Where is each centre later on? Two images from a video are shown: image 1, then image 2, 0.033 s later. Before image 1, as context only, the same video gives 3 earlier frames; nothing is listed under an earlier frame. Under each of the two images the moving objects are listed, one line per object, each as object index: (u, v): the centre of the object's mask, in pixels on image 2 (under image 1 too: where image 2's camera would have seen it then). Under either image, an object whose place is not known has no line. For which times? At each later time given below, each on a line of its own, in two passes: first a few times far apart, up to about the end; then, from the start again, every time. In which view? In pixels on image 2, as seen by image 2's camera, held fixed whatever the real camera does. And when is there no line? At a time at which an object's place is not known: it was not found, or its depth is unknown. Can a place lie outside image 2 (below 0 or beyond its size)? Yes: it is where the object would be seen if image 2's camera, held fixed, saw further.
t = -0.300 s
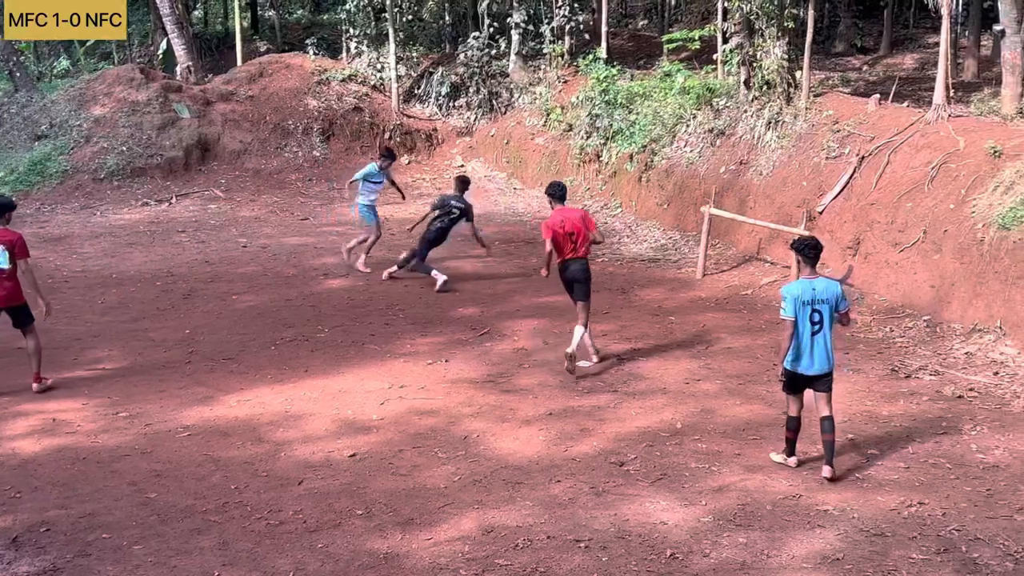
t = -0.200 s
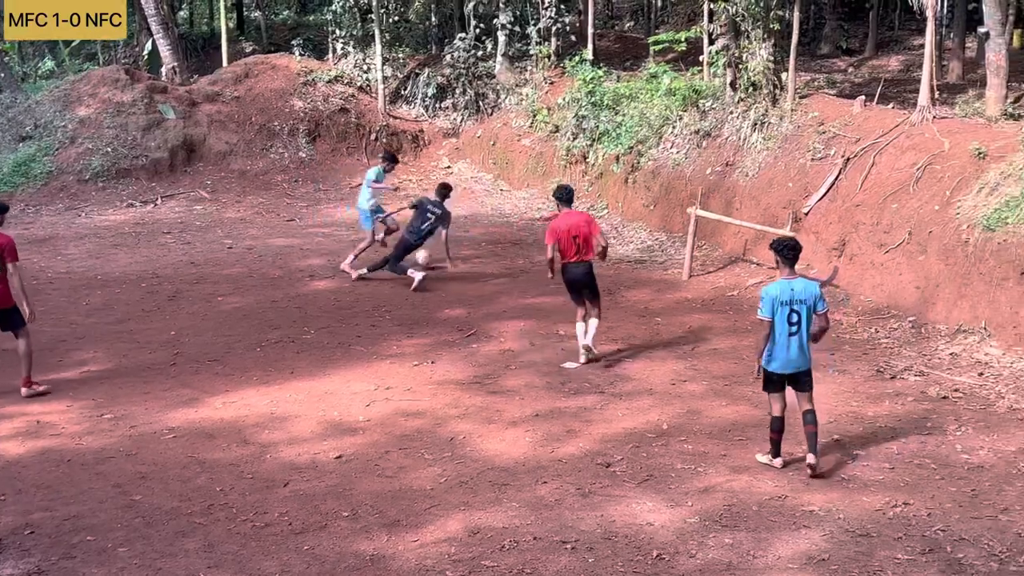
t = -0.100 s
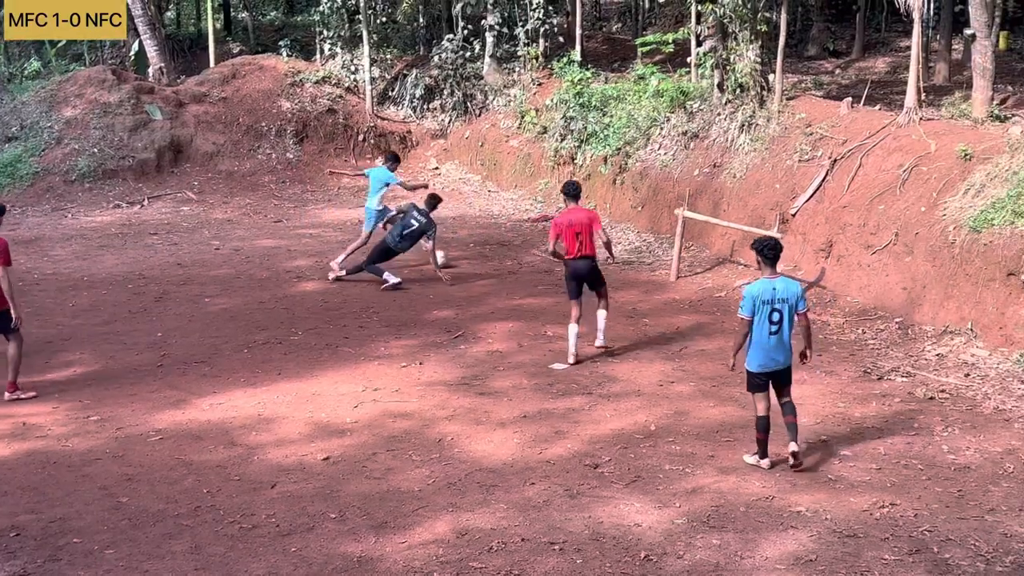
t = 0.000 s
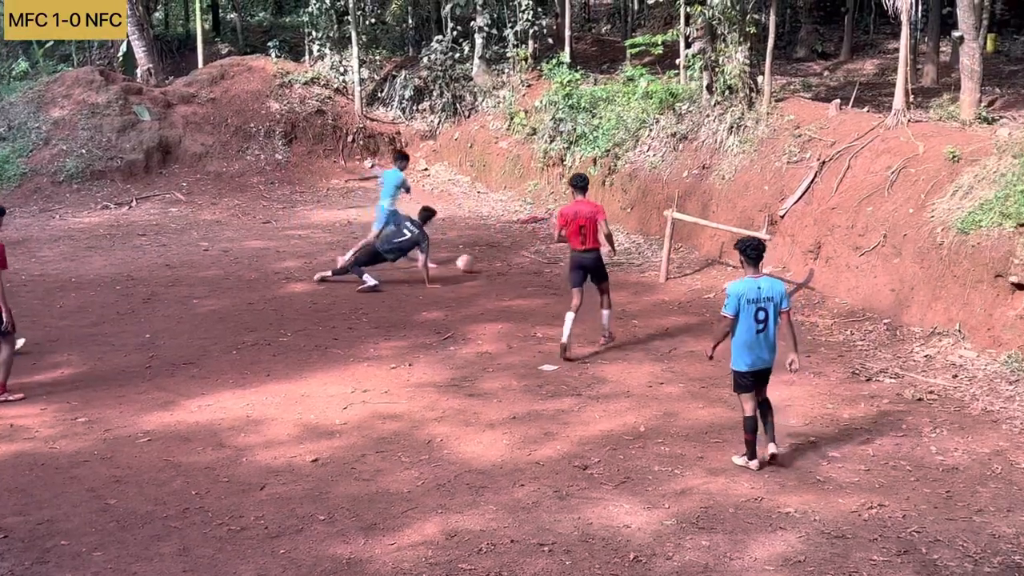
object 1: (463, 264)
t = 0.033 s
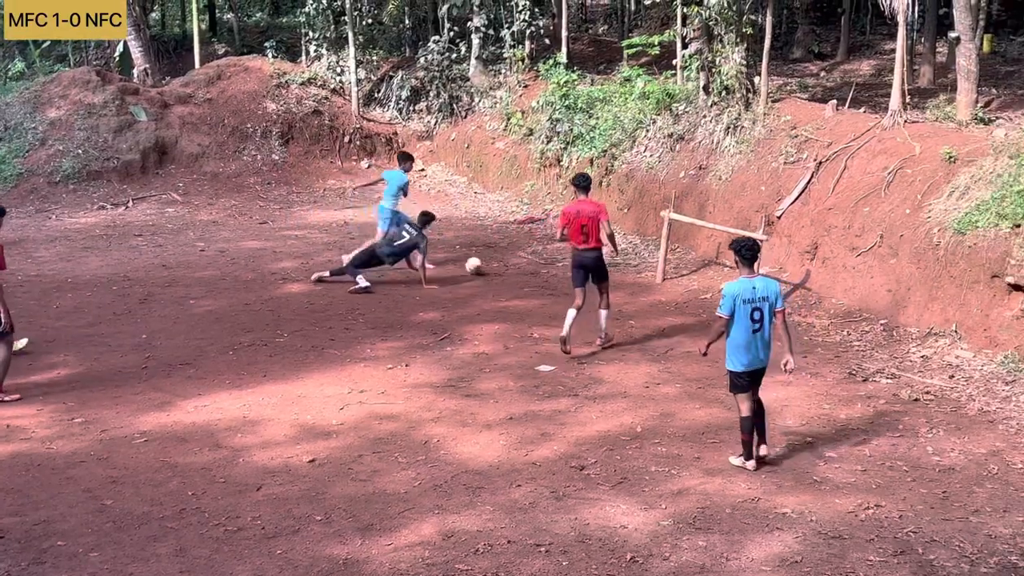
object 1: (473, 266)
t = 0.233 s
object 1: (534, 271)
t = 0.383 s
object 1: (581, 276)
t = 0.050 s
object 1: (479, 267)
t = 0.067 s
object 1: (485, 267)
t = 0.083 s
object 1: (490, 267)
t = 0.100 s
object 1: (495, 268)
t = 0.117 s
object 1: (500, 267)
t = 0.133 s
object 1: (503, 266)
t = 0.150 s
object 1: (509, 266)
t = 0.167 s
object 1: (513, 267)
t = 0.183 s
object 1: (517, 266)
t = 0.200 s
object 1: (525, 269)
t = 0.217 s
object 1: (529, 270)
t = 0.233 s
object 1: (534, 271)
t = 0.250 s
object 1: (540, 273)
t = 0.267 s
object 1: (545, 275)
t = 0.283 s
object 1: (550, 276)
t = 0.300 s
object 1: (555, 277)
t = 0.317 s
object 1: (559, 277)
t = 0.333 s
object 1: (565, 276)
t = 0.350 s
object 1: (570, 276)
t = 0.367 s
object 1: (576, 275)
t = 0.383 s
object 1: (581, 276)
